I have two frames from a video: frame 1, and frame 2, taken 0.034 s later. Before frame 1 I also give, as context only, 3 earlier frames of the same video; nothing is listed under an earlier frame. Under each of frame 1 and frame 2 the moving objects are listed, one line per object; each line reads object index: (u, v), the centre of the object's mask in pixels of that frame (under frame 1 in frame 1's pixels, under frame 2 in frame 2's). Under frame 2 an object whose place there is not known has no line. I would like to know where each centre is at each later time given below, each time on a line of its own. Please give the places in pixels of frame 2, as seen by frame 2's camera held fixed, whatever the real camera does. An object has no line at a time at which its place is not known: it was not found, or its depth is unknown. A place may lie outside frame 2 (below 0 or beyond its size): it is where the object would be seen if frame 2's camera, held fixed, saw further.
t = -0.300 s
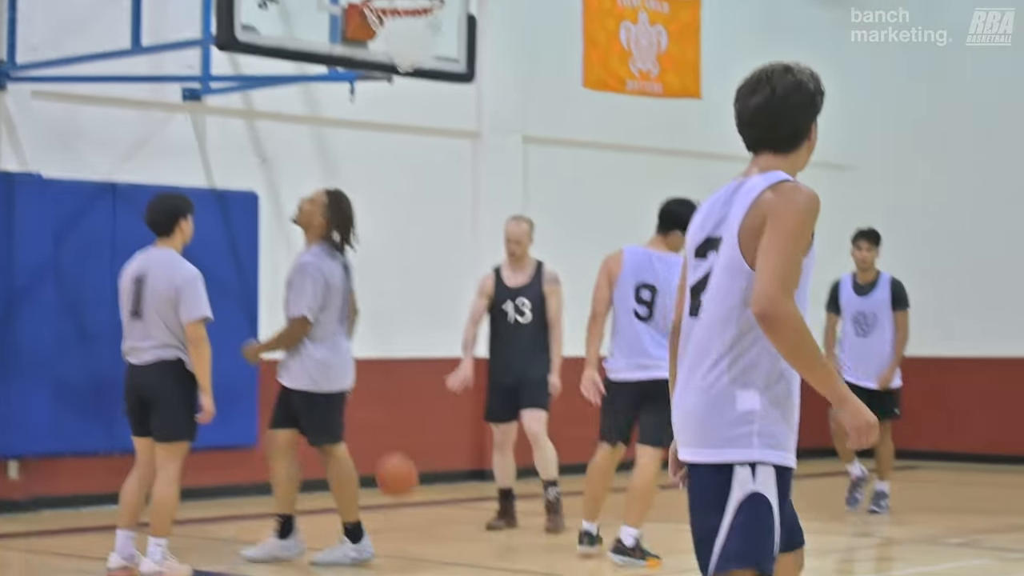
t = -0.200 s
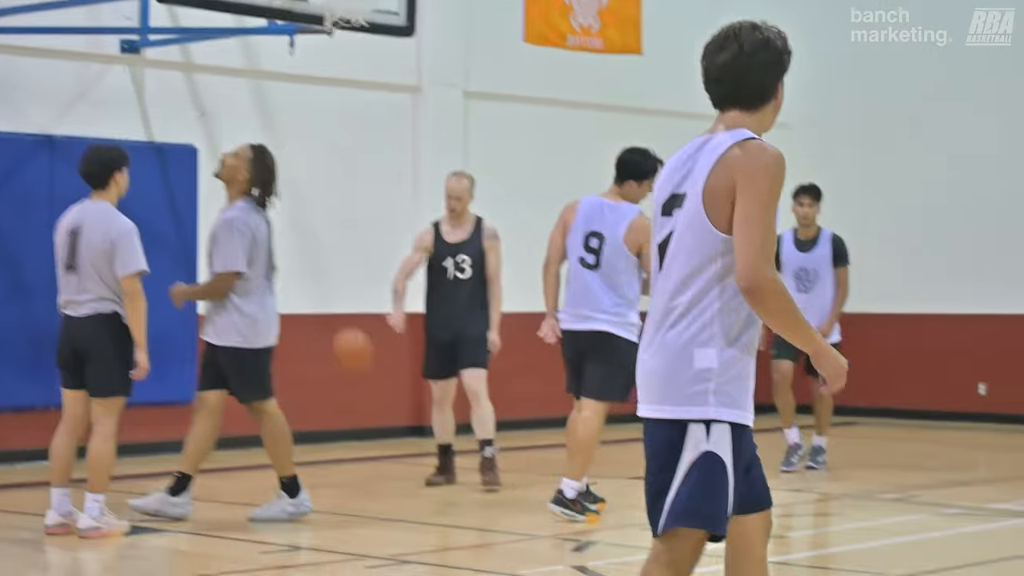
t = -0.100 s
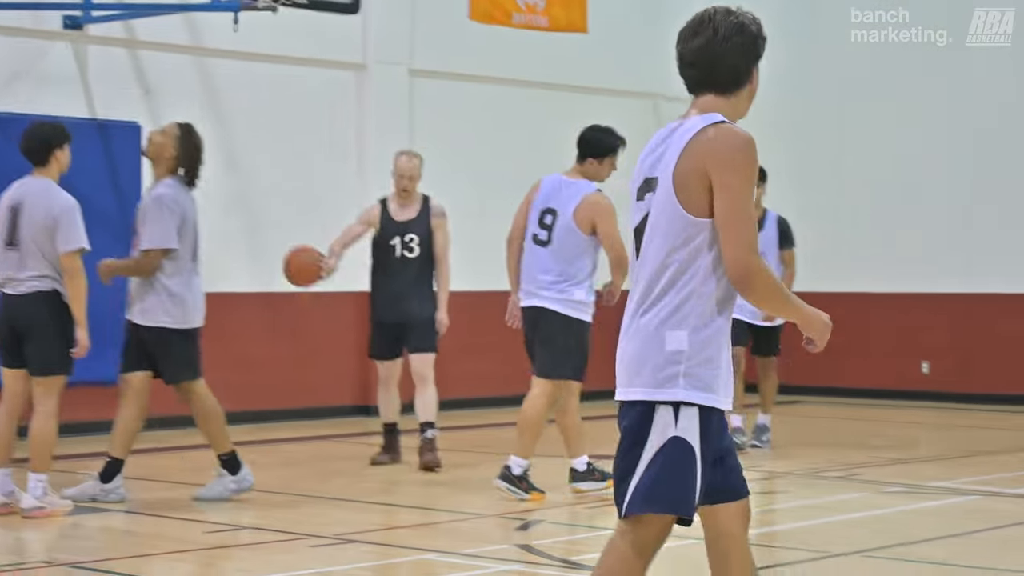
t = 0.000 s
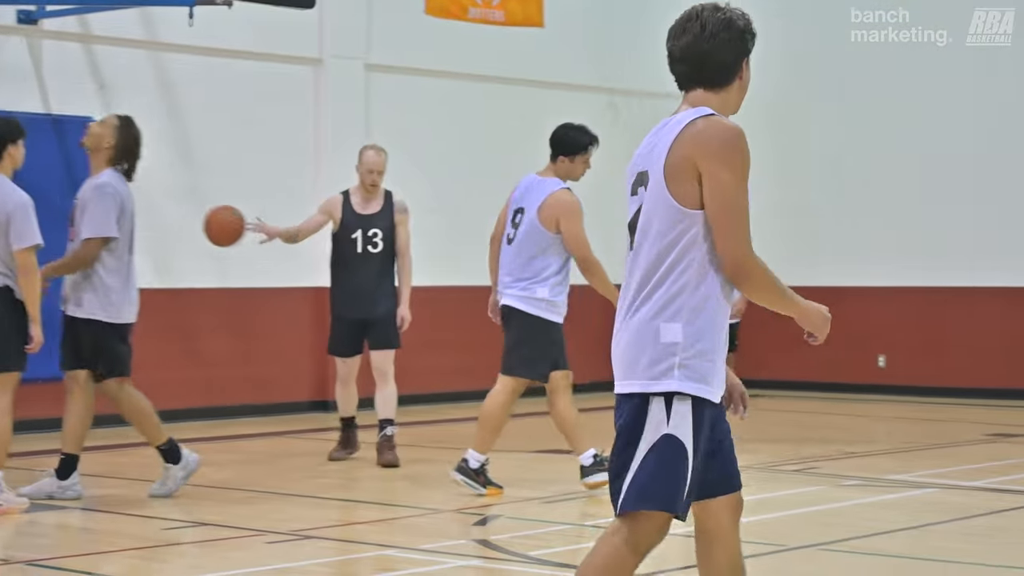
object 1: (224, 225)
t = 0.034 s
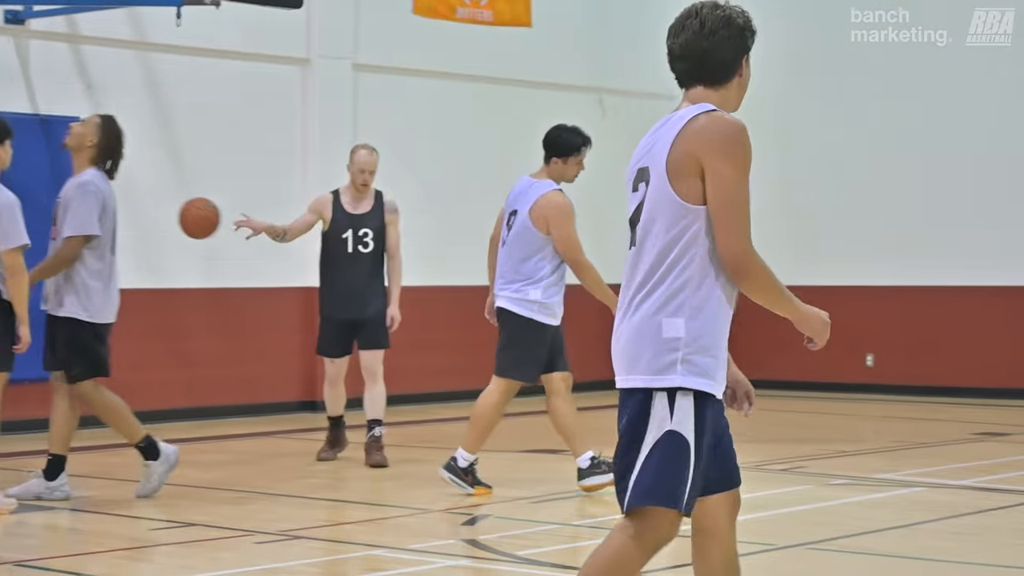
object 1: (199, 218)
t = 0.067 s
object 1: (188, 212)
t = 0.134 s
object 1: (163, 205)
